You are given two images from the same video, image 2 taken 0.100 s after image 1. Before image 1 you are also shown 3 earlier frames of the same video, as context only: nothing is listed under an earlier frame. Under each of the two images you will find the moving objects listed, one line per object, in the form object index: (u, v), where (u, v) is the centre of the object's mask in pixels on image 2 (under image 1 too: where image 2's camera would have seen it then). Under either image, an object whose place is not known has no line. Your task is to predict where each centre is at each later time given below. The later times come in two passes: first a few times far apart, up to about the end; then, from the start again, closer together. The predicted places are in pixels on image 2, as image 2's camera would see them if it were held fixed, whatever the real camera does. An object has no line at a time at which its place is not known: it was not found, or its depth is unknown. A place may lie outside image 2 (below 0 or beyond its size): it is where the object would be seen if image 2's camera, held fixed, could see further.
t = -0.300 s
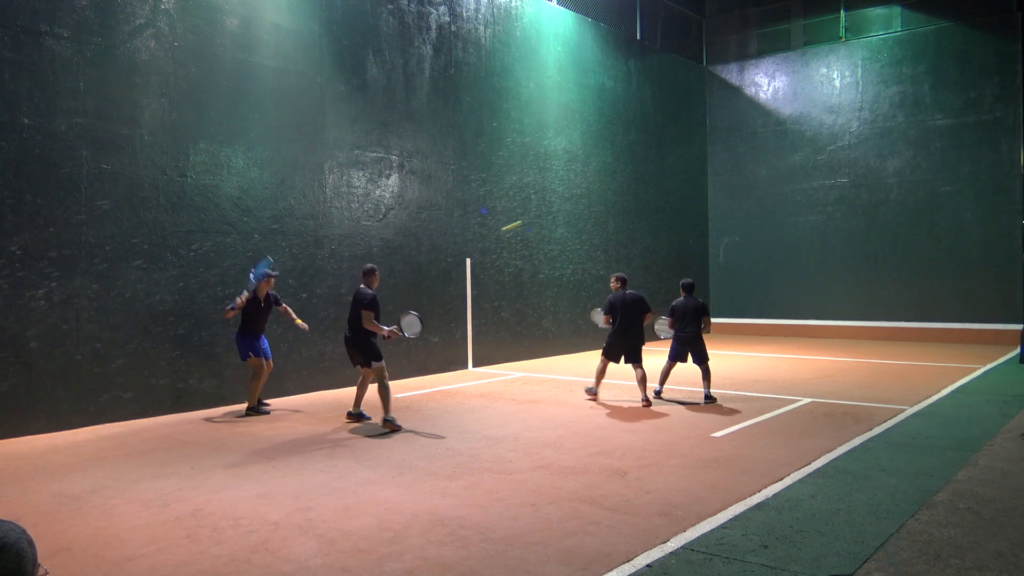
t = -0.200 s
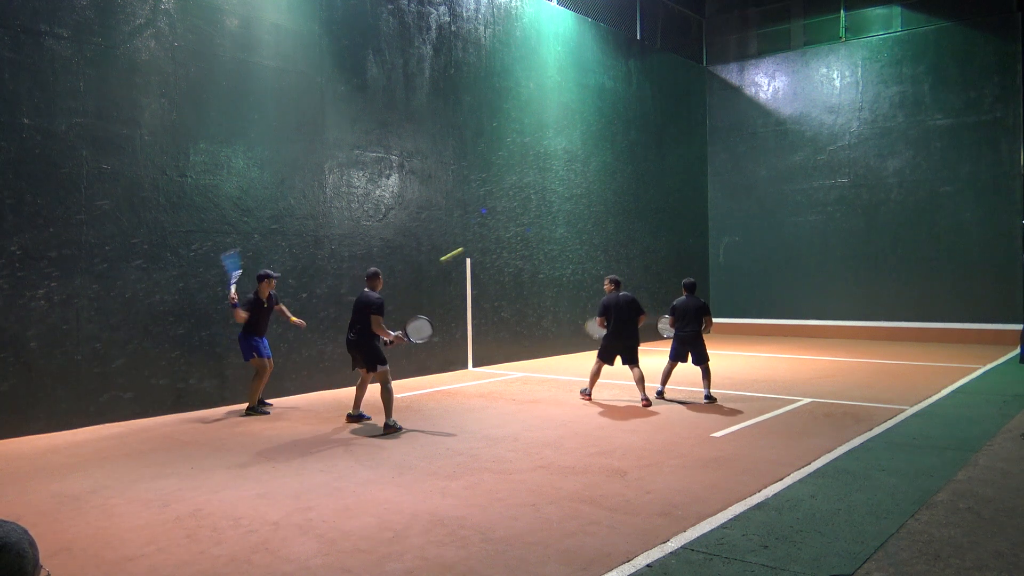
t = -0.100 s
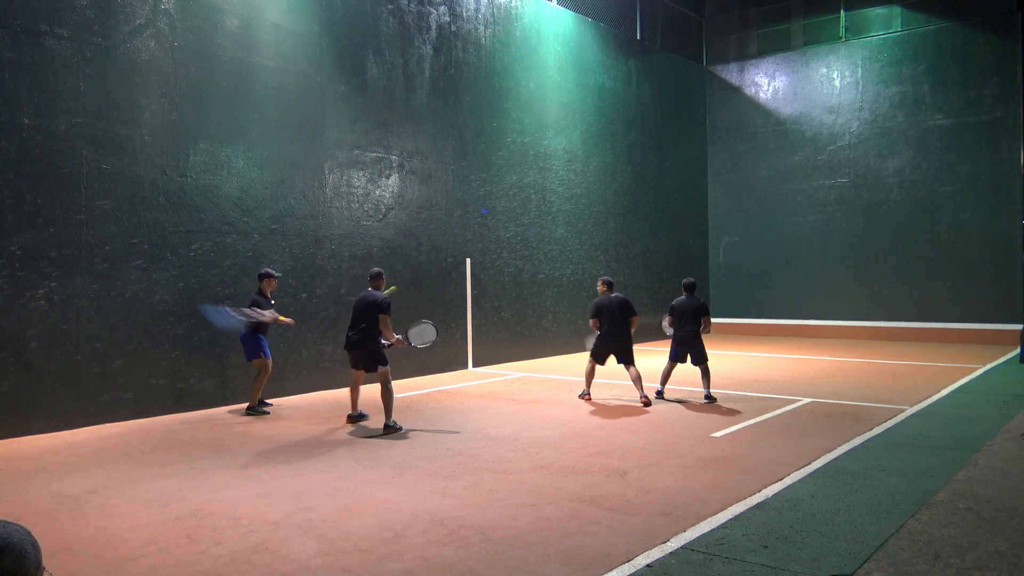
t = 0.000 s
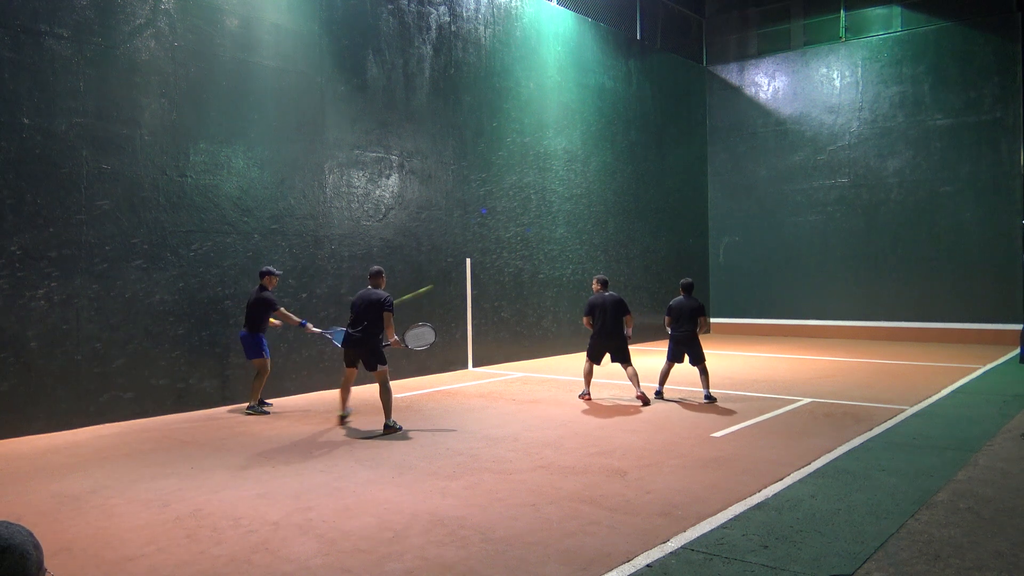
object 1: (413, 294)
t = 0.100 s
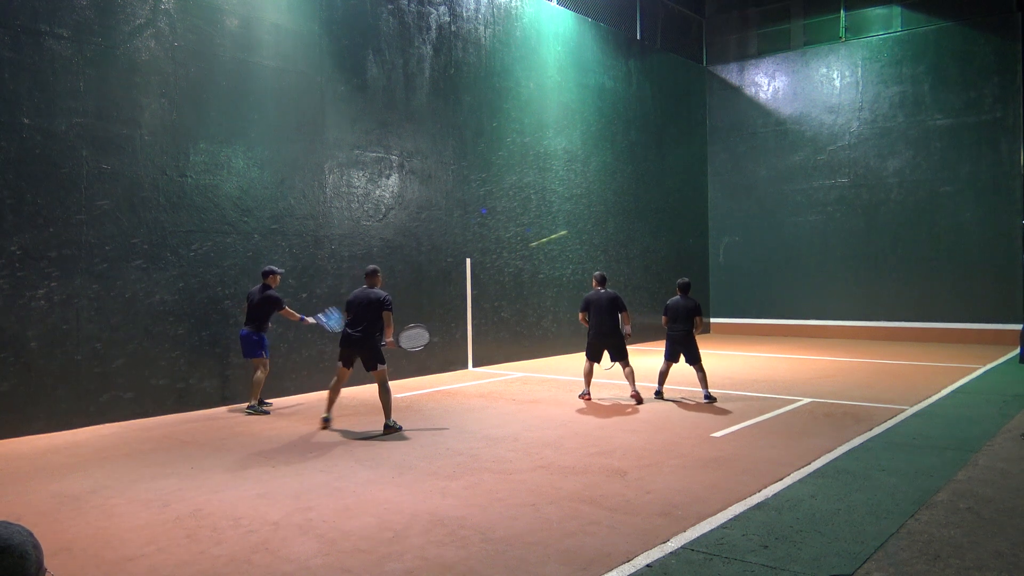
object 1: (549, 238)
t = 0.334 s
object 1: (716, 181)
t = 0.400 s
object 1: (730, 173)
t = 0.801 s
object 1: (583, 138)
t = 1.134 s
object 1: (455, 160)
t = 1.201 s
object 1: (427, 173)
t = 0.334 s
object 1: (716, 181)
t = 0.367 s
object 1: (731, 178)
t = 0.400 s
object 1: (730, 173)
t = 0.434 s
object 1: (719, 169)
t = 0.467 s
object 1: (709, 164)
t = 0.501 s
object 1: (697, 160)
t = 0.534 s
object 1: (686, 156)
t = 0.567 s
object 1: (674, 152)
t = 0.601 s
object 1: (662, 149)
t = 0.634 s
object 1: (650, 146)
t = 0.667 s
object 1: (637, 144)
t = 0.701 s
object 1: (624, 142)
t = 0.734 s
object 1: (611, 140)
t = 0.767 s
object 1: (597, 139)
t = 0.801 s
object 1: (583, 138)
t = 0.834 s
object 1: (569, 138)
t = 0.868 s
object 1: (554, 138)
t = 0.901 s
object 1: (540, 139)
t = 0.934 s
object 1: (528, 140)
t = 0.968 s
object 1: (517, 142)
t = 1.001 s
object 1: (506, 144)
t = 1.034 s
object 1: (493, 147)
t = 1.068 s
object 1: (481, 151)
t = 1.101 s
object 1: (468, 155)
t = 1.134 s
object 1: (455, 160)
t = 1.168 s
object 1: (441, 166)
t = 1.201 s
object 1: (427, 173)
